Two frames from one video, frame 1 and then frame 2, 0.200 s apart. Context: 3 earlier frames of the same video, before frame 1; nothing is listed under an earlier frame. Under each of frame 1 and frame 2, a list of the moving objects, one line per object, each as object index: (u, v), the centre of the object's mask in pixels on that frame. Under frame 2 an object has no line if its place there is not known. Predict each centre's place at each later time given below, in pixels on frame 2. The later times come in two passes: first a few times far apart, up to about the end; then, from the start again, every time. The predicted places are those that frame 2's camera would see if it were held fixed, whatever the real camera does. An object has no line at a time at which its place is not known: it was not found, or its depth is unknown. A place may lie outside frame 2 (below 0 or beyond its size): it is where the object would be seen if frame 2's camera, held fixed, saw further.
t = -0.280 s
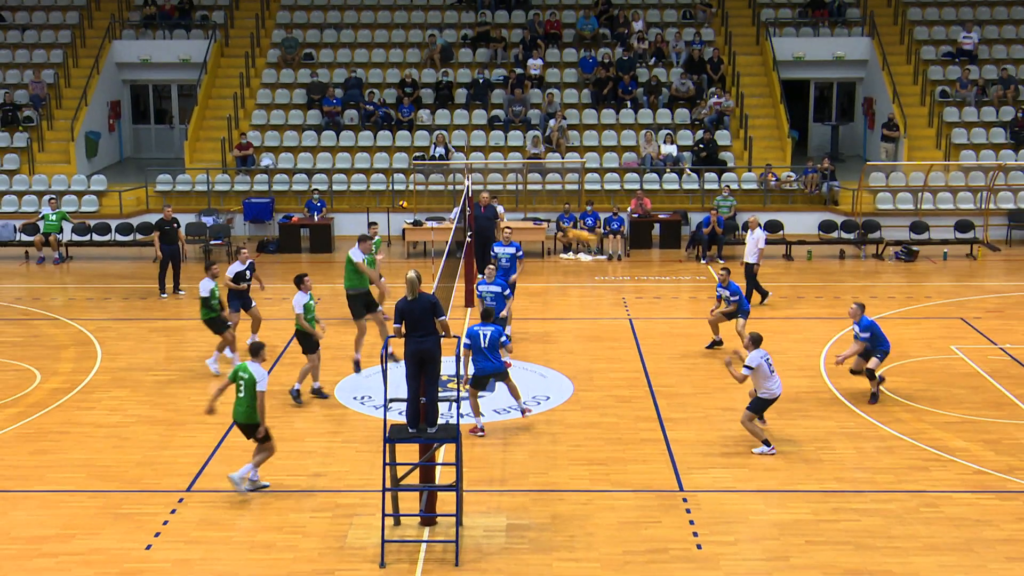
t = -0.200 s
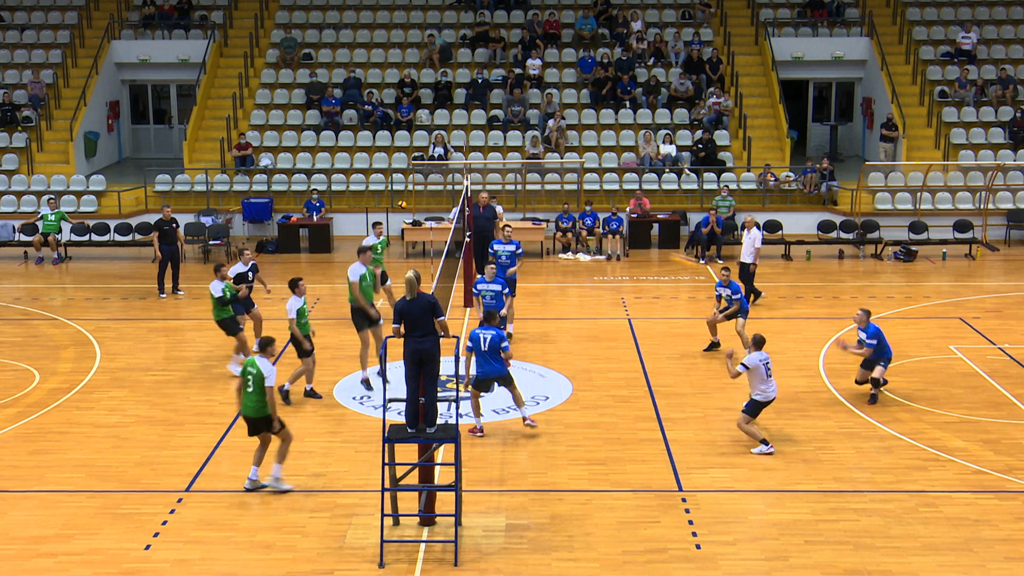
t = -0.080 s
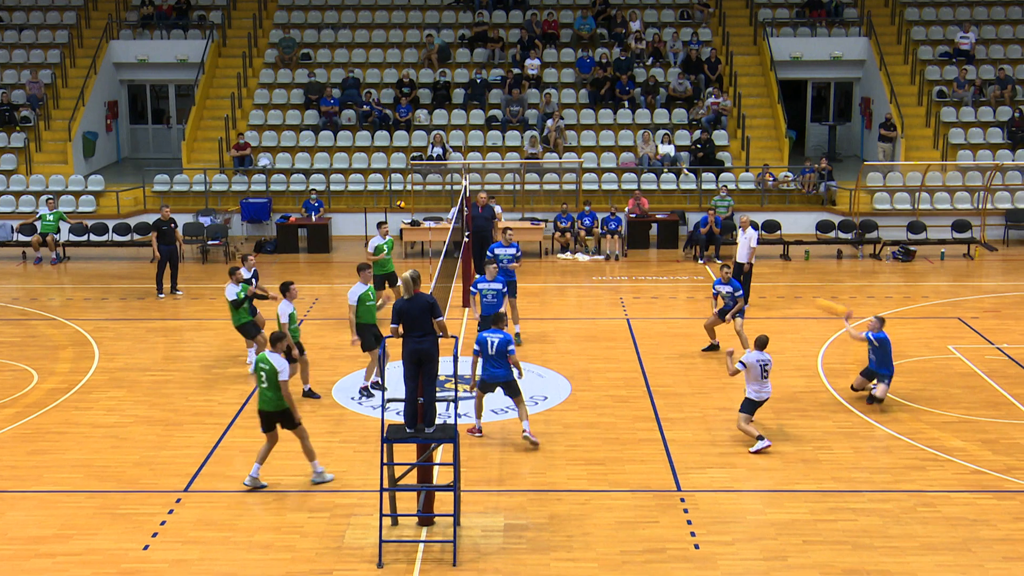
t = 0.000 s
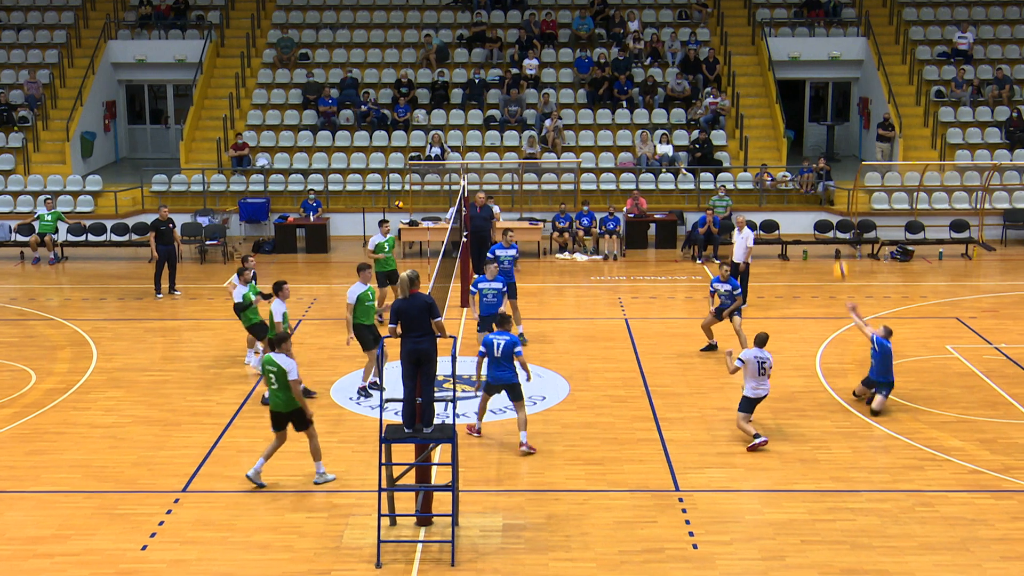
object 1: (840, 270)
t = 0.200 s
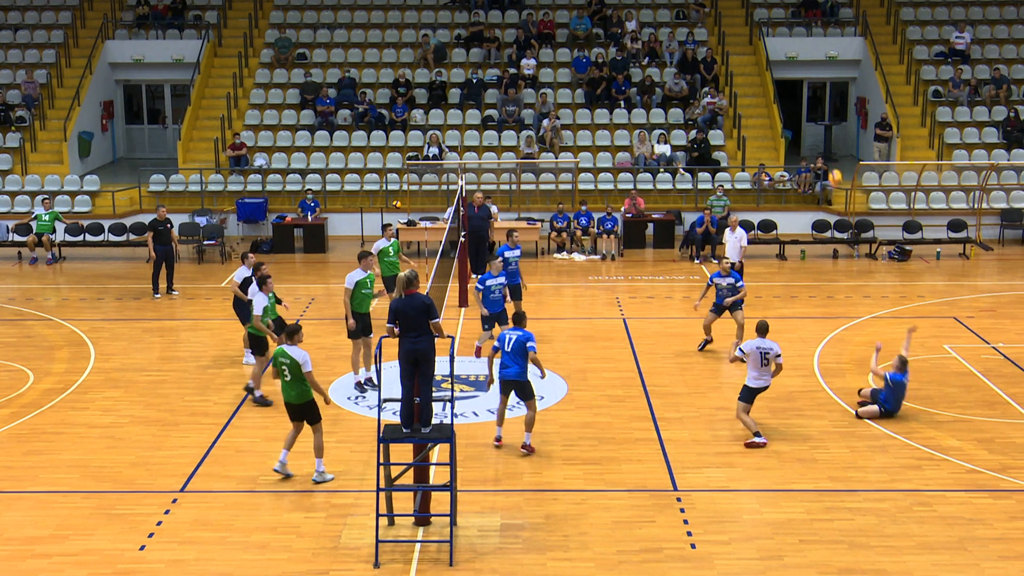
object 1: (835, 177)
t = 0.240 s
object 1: (834, 163)
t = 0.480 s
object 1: (828, 103)
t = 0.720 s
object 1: (820, 84)
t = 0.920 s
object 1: (814, 94)
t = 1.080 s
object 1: (810, 118)
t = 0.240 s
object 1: (834, 163)
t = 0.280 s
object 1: (833, 151)
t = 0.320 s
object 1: (832, 139)
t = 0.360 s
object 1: (831, 128)
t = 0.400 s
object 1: (830, 119)
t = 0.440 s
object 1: (829, 110)
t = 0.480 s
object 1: (828, 103)
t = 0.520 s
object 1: (827, 97)
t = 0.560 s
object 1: (825, 92)
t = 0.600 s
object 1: (824, 89)
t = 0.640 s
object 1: (823, 86)
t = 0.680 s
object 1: (822, 85)
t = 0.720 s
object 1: (820, 84)
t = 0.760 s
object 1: (819, 84)
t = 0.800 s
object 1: (818, 86)
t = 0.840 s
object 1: (817, 87)
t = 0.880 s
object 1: (815, 90)
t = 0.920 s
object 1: (814, 94)
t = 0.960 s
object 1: (813, 99)
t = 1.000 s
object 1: (812, 105)
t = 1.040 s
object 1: (811, 111)
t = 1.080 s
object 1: (810, 118)
